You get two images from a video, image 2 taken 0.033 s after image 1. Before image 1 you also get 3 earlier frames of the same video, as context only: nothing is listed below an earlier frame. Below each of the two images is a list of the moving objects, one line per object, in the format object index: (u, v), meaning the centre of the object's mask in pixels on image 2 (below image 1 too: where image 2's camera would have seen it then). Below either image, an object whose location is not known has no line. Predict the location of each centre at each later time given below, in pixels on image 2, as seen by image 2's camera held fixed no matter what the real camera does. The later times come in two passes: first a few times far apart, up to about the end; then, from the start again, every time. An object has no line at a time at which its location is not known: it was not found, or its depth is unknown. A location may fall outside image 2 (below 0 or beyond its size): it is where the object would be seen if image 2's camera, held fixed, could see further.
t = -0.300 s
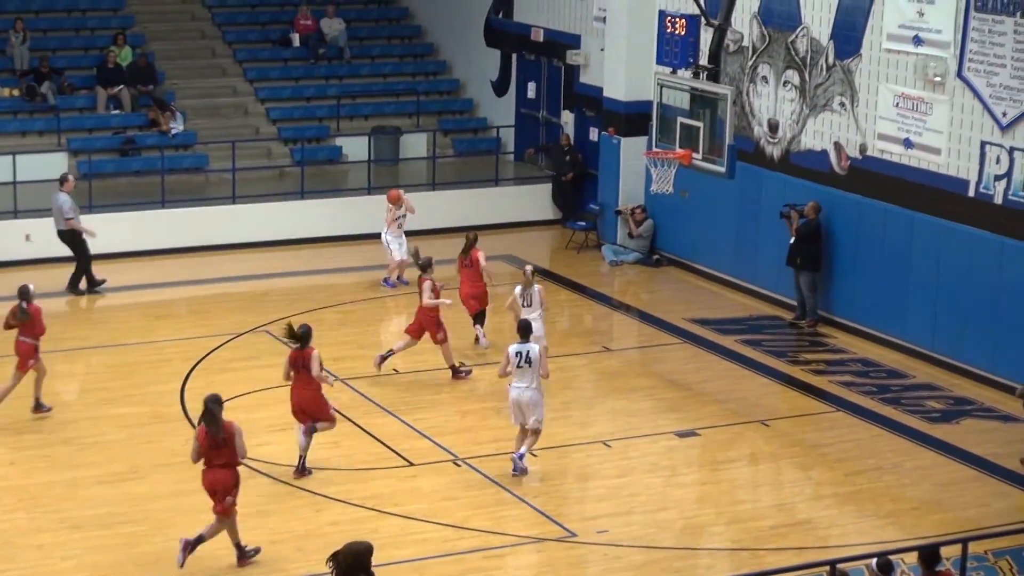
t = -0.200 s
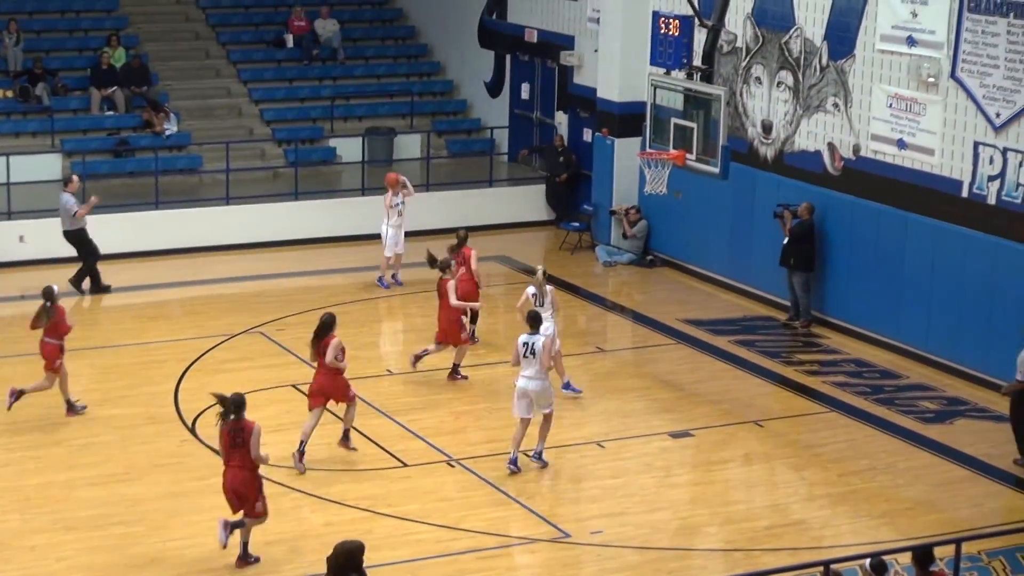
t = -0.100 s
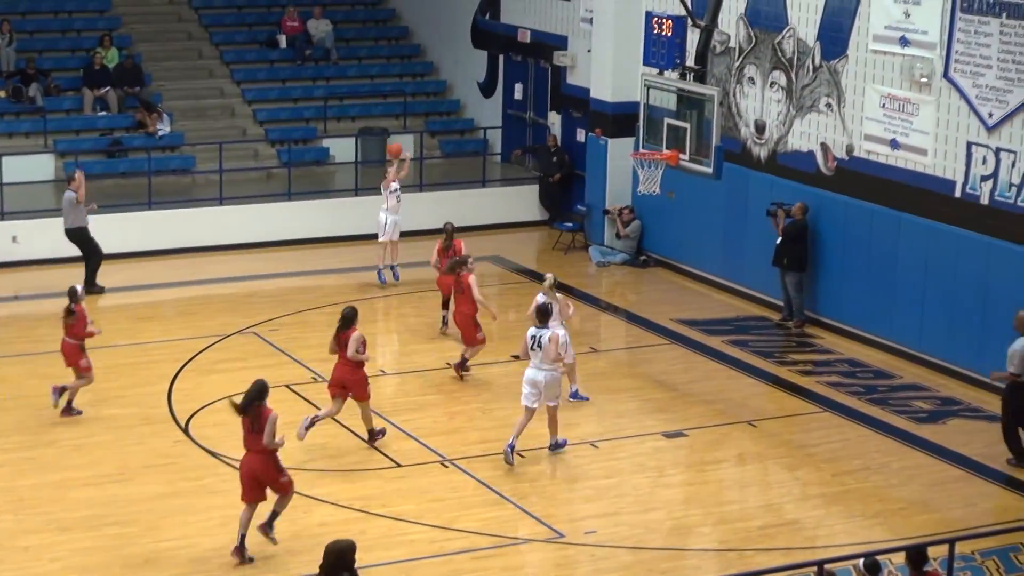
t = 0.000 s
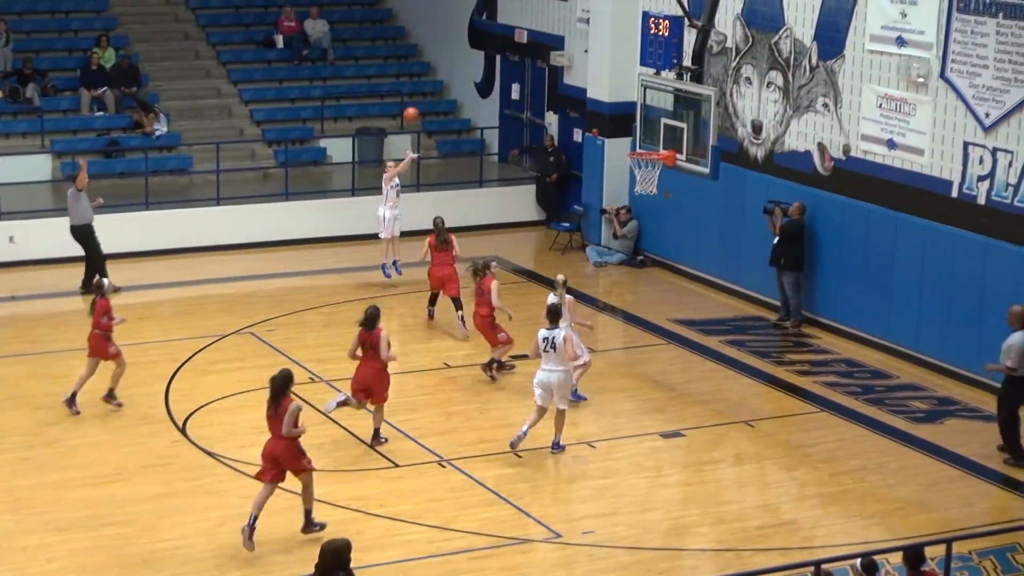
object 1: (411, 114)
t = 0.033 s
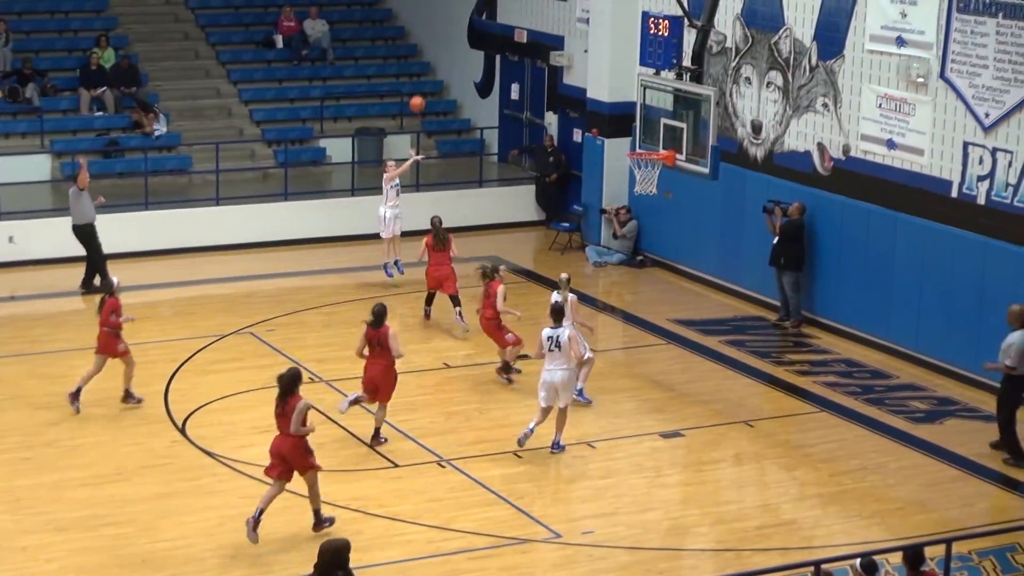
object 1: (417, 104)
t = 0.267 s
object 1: (464, 47)
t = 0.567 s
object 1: (528, 25)
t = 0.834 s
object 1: (587, 59)
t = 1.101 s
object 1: (649, 147)
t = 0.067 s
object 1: (424, 94)
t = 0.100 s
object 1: (430, 85)
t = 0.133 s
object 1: (437, 76)
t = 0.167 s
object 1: (443, 68)
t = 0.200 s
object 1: (451, 60)
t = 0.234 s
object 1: (457, 53)
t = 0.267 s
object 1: (464, 47)
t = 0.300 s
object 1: (472, 42)
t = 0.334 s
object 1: (478, 38)
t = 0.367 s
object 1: (485, 34)
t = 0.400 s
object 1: (492, 30)
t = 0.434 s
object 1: (499, 28)
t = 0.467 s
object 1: (506, 26)
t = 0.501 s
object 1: (514, 25)
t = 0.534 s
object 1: (521, 25)
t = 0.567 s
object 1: (528, 25)
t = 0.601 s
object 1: (536, 26)
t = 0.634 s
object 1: (543, 28)
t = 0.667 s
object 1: (550, 32)
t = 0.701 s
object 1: (557, 36)
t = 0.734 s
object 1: (565, 40)
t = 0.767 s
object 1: (572, 46)
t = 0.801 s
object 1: (580, 52)
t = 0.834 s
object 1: (587, 59)
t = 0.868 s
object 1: (594, 68)
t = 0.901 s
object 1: (602, 77)
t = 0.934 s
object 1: (610, 87)
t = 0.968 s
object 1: (618, 97)
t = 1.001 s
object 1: (625, 110)
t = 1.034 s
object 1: (633, 121)
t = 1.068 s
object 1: (641, 135)
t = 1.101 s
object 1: (649, 147)
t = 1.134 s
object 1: (655, 165)
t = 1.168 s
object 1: (655, 175)
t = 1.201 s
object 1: (653, 185)
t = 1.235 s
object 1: (650, 197)
